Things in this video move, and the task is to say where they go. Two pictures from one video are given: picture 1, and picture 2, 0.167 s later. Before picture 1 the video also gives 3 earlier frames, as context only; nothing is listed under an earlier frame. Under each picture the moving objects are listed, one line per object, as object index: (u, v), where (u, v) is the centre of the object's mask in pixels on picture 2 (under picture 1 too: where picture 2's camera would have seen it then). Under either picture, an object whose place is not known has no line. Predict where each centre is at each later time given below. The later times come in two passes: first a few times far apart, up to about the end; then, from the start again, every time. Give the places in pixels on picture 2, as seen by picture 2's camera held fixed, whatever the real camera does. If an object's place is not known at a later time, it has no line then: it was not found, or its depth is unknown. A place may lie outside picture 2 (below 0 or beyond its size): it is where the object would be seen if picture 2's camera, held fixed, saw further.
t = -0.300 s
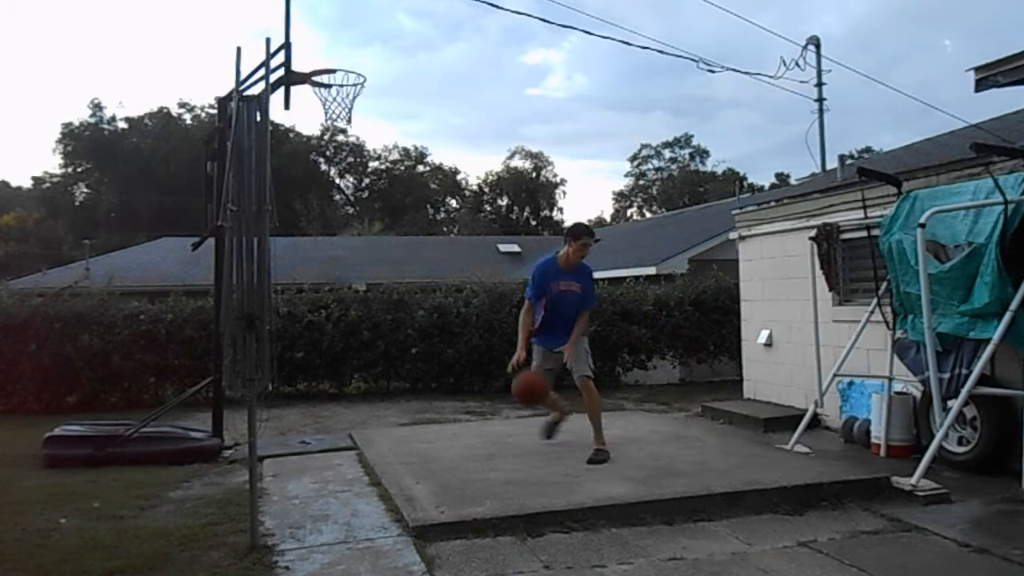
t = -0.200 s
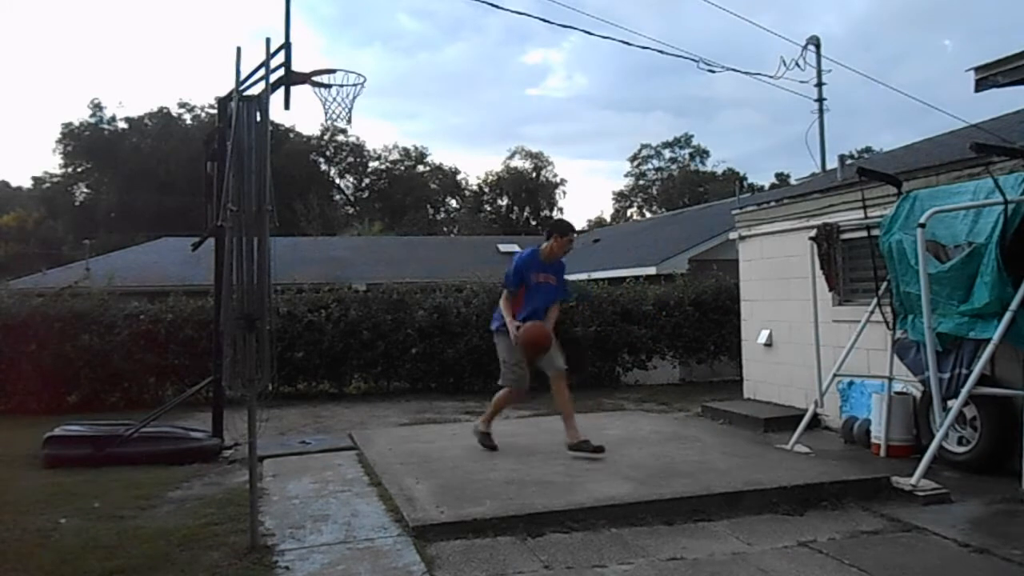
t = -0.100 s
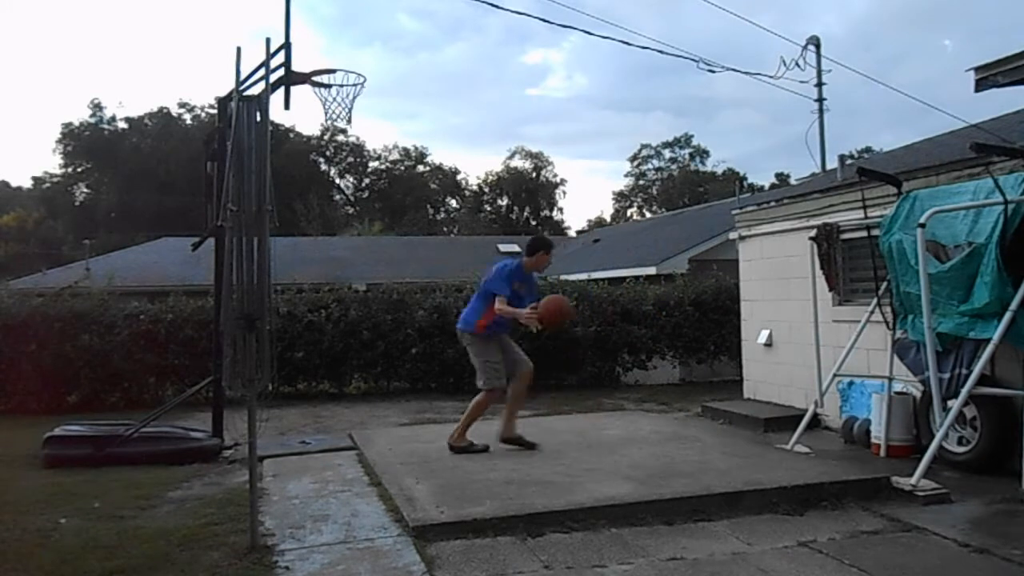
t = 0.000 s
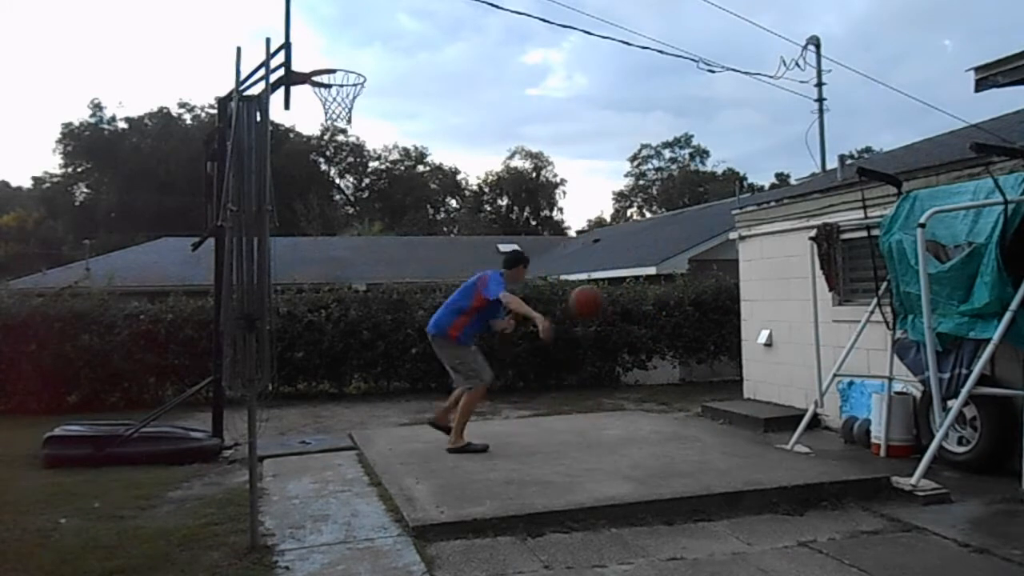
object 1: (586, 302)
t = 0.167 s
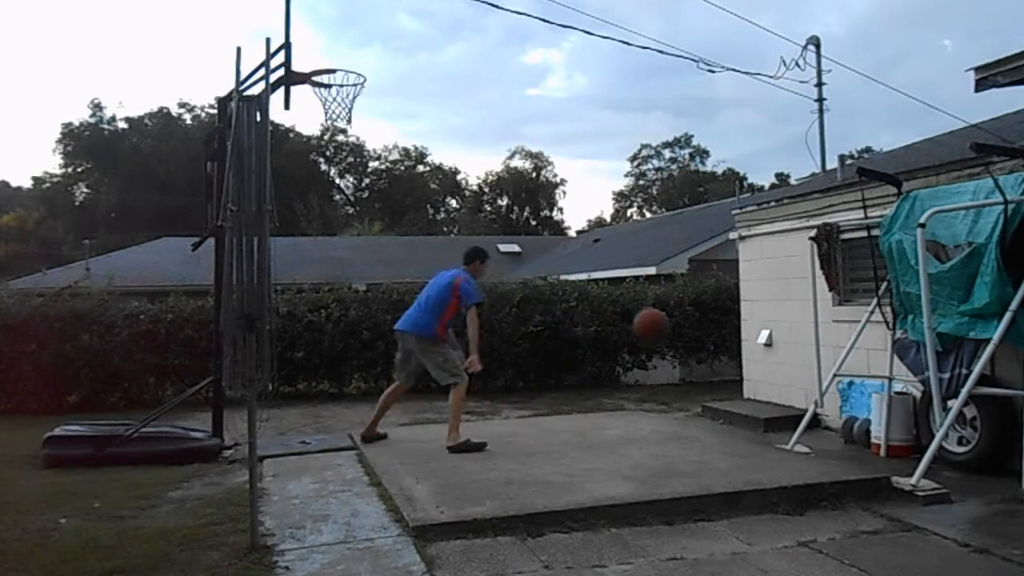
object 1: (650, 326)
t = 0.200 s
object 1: (663, 335)
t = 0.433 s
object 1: (744, 425)
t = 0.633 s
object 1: (763, 355)
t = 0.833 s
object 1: (784, 339)
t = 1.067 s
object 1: (805, 386)
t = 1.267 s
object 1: (834, 406)
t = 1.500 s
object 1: (855, 370)
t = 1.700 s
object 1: (835, 375)
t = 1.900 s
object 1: (817, 430)
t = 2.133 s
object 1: (800, 390)
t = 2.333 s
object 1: (791, 406)
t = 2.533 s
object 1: (779, 407)
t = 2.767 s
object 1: (764, 413)
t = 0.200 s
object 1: (663, 335)
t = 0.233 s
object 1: (675, 344)
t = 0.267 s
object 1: (687, 357)
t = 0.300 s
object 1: (700, 369)
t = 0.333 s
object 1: (712, 384)
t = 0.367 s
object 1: (724, 400)
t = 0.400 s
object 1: (735, 418)
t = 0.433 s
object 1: (744, 425)
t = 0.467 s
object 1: (746, 409)
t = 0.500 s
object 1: (750, 394)
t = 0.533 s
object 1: (753, 382)
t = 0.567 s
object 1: (757, 372)
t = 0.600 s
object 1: (760, 362)
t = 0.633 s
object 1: (763, 355)
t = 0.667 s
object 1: (767, 348)
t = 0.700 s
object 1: (770, 343)
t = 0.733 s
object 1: (774, 340)
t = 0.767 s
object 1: (778, 338)
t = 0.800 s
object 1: (781, 338)
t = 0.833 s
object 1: (784, 339)
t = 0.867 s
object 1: (789, 342)
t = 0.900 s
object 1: (792, 346)
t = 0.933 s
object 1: (795, 351)
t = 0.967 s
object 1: (798, 358)
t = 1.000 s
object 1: (801, 366)
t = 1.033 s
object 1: (803, 376)
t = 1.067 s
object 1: (805, 386)
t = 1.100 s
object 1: (810, 397)
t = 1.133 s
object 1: (819, 413)
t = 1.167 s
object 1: (822, 426)
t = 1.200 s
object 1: (824, 429)
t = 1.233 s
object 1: (827, 417)
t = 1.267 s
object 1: (834, 406)
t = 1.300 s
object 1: (836, 397)
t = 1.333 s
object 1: (840, 390)
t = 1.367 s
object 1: (843, 385)
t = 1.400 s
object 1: (845, 380)
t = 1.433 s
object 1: (848, 377)
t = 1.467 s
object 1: (851, 371)
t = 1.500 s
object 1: (855, 370)
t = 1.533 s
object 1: (855, 365)
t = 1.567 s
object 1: (852, 365)
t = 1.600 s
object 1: (845, 366)
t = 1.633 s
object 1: (841, 368)
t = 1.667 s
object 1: (838, 371)
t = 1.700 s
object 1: (835, 375)
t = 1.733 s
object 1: (833, 382)
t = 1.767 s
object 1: (830, 390)
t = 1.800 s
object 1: (825, 397)
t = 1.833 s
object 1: (829, 406)
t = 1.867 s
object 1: (821, 419)
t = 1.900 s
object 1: (817, 430)
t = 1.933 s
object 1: (814, 422)
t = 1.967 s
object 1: (806, 412)
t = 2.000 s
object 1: (806, 409)
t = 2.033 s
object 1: (805, 404)
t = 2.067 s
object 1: (802, 395)
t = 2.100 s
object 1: (801, 392)
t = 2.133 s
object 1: (800, 390)
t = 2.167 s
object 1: (799, 390)
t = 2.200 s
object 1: (797, 391)
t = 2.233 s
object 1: (795, 393)
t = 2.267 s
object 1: (794, 396)
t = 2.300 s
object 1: (792, 401)
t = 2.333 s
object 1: (791, 406)
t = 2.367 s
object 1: (789, 413)
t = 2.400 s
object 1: (787, 421)
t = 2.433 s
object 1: (785, 423)
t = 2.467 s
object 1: (784, 420)
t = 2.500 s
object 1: (783, 413)
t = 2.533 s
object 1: (779, 407)
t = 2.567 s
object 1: (777, 405)
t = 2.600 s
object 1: (775, 404)
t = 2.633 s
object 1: (773, 404)
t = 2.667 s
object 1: (770, 405)
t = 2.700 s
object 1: (768, 406)
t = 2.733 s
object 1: (767, 409)
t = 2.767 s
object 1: (764, 413)
